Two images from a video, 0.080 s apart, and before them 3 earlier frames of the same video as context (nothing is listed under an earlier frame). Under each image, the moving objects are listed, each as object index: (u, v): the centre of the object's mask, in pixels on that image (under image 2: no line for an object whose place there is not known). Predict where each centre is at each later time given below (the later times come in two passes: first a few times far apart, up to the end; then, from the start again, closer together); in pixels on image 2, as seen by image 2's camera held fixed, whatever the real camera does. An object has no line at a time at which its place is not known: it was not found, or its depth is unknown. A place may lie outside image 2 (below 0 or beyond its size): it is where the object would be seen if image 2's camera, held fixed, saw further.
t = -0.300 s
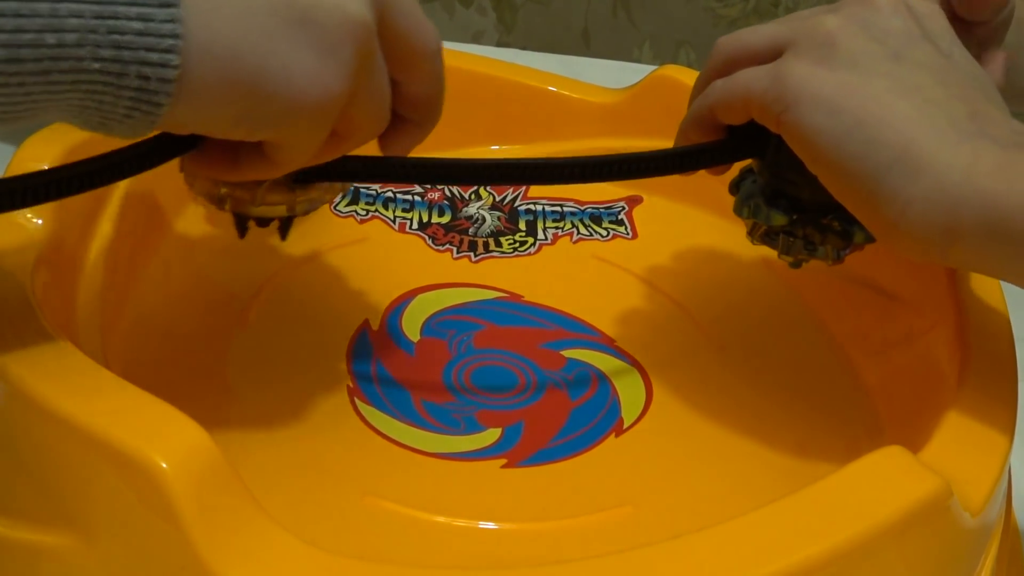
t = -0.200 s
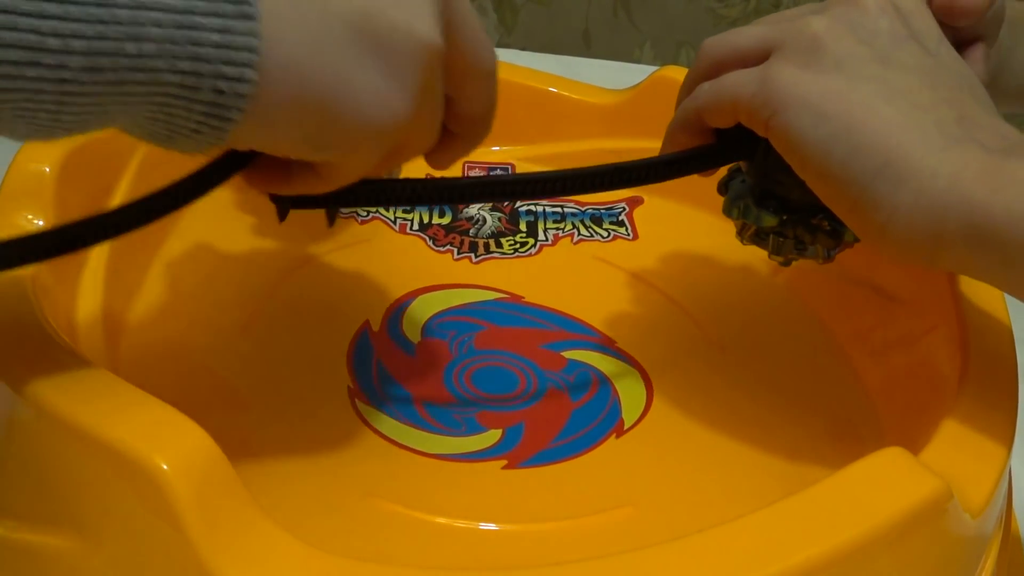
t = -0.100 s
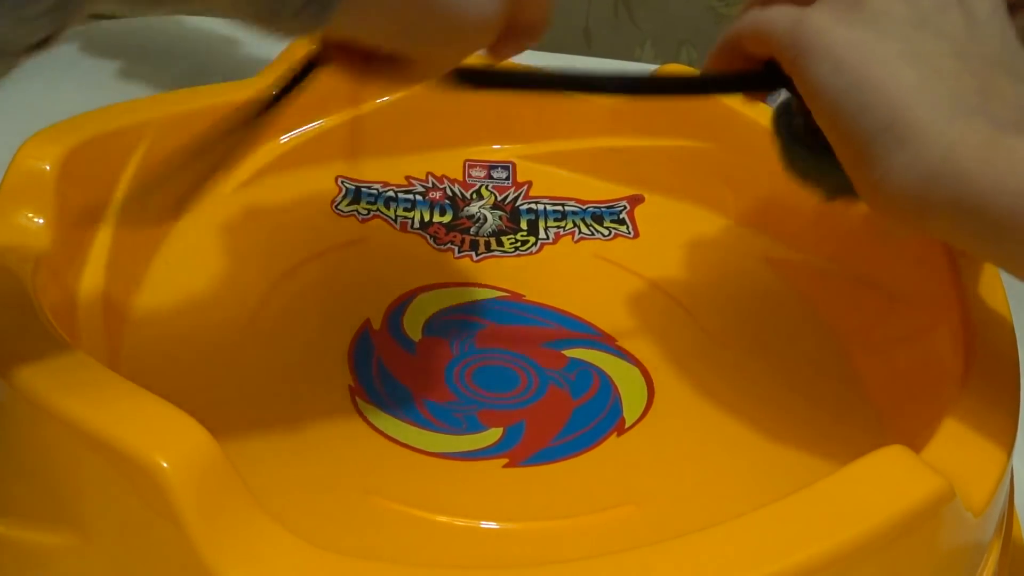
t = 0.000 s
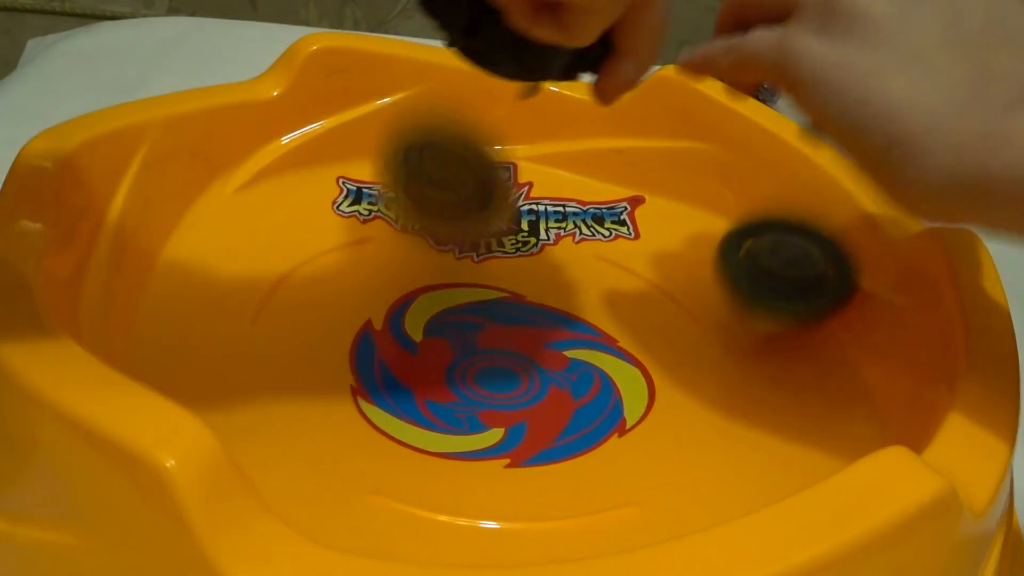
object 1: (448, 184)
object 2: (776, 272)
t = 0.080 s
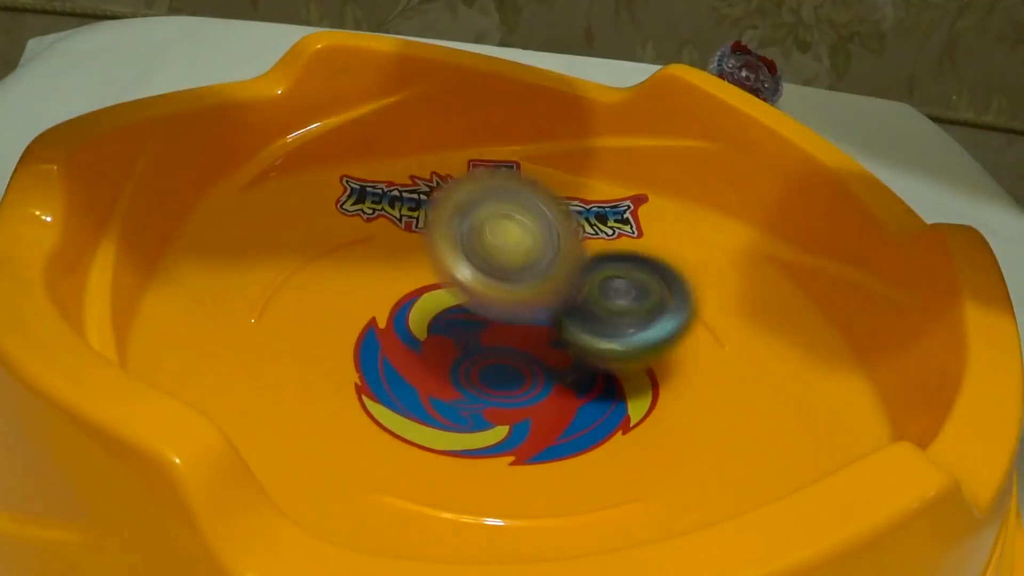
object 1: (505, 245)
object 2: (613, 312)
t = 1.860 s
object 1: (564, 280)
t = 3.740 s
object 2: (388, 177)
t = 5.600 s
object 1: (467, 295)
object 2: (492, 184)
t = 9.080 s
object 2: (556, 420)
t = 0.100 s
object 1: (521, 256)
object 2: (584, 339)
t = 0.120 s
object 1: (535, 271)
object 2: (536, 359)
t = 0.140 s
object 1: (537, 287)
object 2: (491, 365)
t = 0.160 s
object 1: (529, 293)
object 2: (483, 375)
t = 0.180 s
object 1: (511, 311)
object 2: (489, 399)
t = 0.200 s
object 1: (487, 323)
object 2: (539, 414)
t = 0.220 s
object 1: (445, 323)
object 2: (547, 400)
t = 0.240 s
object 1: (399, 325)
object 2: (574, 405)
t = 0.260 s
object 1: (346, 348)
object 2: (603, 426)
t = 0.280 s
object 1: (304, 377)
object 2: (647, 445)
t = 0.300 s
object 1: (282, 365)
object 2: (692, 459)
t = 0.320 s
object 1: (263, 335)
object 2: (715, 428)
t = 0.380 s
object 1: (219, 319)
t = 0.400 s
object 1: (215, 319)
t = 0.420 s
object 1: (222, 301)
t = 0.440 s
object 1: (226, 300)
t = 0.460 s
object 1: (237, 297)
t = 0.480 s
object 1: (253, 285)
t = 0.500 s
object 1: (271, 282)
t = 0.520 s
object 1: (290, 288)
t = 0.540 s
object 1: (313, 280)
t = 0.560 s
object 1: (343, 275)
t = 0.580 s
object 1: (370, 280)
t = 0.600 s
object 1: (400, 285)
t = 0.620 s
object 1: (435, 276)
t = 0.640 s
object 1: (467, 275)
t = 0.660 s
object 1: (477, 274)
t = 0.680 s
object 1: (476, 252)
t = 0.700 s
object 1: (472, 237)
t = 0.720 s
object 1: (469, 228)
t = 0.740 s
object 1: (470, 216)
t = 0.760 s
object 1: (470, 210)
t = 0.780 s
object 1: (475, 199)
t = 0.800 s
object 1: (479, 197)
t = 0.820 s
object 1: (482, 195)
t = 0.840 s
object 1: (487, 192)
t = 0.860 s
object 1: (494, 193)
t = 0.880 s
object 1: (502, 196)
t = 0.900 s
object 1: (510, 198)
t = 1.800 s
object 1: (581, 299)
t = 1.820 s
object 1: (576, 292)
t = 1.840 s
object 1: (570, 285)
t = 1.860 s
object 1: (564, 280)
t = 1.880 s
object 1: (558, 274)
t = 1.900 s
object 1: (554, 268)
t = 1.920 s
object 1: (548, 254)
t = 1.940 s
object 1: (543, 238)
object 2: (497, 352)
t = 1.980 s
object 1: (532, 206)
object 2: (443, 349)
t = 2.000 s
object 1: (526, 196)
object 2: (417, 347)
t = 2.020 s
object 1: (520, 183)
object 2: (391, 343)
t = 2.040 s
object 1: (512, 177)
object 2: (368, 341)
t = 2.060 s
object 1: (505, 170)
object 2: (346, 342)
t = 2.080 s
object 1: (497, 169)
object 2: (322, 343)
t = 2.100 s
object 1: (489, 165)
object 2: (302, 345)
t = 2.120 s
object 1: (479, 169)
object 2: (280, 347)
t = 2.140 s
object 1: (469, 170)
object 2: (263, 350)
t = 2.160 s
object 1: (458, 177)
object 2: (244, 356)
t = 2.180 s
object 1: (445, 184)
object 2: (234, 364)
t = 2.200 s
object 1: (432, 192)
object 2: (225, 368)
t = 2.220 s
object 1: (418, 204)
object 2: (216, 363)
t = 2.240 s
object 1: (404, 215)
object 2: (220, 372)
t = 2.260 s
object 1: (389, 228)
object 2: (231, 383)
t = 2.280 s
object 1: (369, 240)
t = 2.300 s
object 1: (353, 253)
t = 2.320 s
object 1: (333, 267)
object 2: (317, 411)
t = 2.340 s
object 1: (316, 279)
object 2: (353, 416)
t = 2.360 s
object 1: (296, 294)
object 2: (381, 400)
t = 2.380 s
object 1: (278, 307)
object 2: (406, 396)
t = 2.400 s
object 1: (260, 323)
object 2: (427, 395)
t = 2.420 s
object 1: (245, 335)
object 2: (452, 385)
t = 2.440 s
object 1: (232, 351)
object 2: (483, 379)
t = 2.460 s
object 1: (226, 362)
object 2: (500, 361)
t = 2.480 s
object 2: (513, 345)
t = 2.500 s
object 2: (525, 325)
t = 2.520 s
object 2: (531, 308)
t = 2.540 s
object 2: (532, 290)
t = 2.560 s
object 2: (530, 272)
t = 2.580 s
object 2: (524, 252)
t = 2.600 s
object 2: (515, 234)
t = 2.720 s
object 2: (433, 160)
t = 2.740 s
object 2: (413, 150)
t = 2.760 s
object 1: (498, 385)
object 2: (393, 141)
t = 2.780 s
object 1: (510, 379)
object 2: (374, 138)
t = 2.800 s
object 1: (520, 373)
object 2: (356, 142)
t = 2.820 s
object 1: (530, 367)
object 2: (334, 154)
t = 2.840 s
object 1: (537, 360)
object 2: (314, 158)
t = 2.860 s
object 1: (542, 354)
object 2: (293, 171)
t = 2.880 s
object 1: (545, 348)
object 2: (275, 182)
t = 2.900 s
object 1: (547, 343)
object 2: (260, 196)
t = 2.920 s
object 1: (546, 337)
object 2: (250, 211)
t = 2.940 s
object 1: (544, 333)
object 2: (244, 227)
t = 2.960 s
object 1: (541, 328)
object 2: (244, 245)
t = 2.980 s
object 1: (538, 325)
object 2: (249, 264)
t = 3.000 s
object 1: (534, 321)
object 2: (257, 286)
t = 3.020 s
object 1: (530, 319)
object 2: (272, 305)
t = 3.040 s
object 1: (525, 316)
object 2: (294, 329)
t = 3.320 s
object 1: (457, 290)
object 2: (771, 324)
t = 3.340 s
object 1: (453, 288)
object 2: (782, 304)
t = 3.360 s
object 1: (450, 287)
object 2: (778, 286)
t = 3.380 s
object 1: (446, 285)
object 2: (778, 267)
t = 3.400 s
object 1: (443, 284)
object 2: (771, 249)
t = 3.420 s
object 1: (440, 283)
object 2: (766, 235)
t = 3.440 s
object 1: (437, 282)
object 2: (752, 220)
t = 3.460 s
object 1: (435, 281)
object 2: (731, 206)
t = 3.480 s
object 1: (432, 280)
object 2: (703, 199)
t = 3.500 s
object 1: (431, 279)
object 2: (673, 193)
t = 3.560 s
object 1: (429, 276)
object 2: (582, 189)
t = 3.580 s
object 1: (430, 276)
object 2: (551, 191)
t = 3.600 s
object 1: (430, 275)
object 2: (521, 193)
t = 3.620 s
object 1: (431, 275)
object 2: (493, 195)
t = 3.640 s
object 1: (428, 278)
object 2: (470, 194)
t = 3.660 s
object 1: (414, 292)
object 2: (453, 190)
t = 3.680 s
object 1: (401, 305)
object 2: (438, 184)
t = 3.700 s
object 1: (391, 317)
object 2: (423, 179)
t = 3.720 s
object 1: (383, 327)
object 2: (405, 176)
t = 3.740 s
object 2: (388, 177)
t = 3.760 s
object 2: (371, 178)
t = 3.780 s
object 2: (351, 181)
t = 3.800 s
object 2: (331, 185)
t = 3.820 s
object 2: (310, 192)
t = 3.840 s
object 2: (291, 200)
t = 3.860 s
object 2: (273, 211)
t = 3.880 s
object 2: (259, 222)
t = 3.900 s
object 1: (446, 368)
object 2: (248, 236)
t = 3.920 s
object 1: (460, 369)
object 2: (241, 250)
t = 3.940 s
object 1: (471, 370)
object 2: (238, 268)
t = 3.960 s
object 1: (484, 371)
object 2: (240, 286)
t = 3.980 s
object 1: (494, 371)
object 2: (248, 303)
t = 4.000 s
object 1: (503, 370)
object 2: (260, 323)
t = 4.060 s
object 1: (525, 364)
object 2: (326, 374)
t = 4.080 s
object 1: (532, 362)
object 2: (357, 391)
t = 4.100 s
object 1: (540, 359)
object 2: (393, 404)
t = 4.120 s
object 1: (549, 353)
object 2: (431, 414)
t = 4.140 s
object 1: (557, 347)
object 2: (462, 423)
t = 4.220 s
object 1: (574, 331)
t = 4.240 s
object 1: (576, 328)
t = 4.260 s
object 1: (577, 327)
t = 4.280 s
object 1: (576, 325)
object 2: (694, 409)
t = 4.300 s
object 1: (576, 323)
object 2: (715, 396)
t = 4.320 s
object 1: (575, 322)
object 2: (730, 381)
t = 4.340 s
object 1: (574, 320)
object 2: (738, 365)
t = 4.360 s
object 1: (572, 318)
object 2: (742, 348)
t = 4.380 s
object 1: (570, 317)
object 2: (743, 332)
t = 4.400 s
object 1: (568, 316)
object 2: (738, 314)
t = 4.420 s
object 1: (564, 315)
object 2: (731, 299)
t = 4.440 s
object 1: (559, 314)
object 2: (717, 283)
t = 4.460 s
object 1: (555, 314)
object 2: (701, 272)
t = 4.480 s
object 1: (551, 314)
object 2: (684, 258)
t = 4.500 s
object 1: (547, 313)
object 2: (664, 244)
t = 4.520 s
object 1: (544, 313)
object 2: (643, 232)
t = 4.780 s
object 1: (504, 310)
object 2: (333, 212)
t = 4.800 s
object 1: (500, 310)
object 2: (314, 221)
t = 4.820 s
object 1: (498, 311)
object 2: (297, 232)
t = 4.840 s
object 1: (495, 311)
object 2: (283, 243)
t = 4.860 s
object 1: (493, 311)
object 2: (274, 259)
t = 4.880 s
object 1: (491, 311)
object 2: (267, 275)
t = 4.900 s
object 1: (488, 310)
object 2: (263, 292)
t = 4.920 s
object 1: (485, 310)
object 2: (264, 309)
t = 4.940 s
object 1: (482, 310)
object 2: (270, 323)
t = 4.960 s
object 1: (479, 310)
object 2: (279, 345)
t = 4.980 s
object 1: (478, 310)
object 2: (295, 362)
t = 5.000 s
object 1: (477, 310)
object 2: (315, 380)
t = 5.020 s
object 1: (476, 309)
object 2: (341, 397)
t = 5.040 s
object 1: (475, 308)
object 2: (371, 409)
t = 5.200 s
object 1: (469, 302)
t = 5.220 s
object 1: (468, 301)
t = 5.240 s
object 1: (467, 302)
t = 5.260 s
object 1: (466, 301)
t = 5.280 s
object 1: (466, 302)
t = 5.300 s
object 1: (467, 300)
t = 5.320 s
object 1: (466, 298)
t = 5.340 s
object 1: (465, 298)
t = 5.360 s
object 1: (464, 297)
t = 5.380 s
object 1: (463, 298)
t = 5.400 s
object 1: (463, 298)
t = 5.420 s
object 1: (463, 298)
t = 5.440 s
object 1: (464, 296)
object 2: (673, 242)
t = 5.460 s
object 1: (463, 295)
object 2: (651, 232)
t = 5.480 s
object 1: (463, 295)
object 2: (629, 222)
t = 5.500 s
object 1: (462, 296)
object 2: (606, 212)
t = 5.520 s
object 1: (463, 297)
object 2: (583, 204)
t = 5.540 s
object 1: (465, 297)
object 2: (561, 198)
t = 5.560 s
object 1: (466, 296)
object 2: (538, 192)
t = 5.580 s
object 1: (467, 295)
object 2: (514, 188)
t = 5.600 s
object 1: (467, 295)
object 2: (492, 184)
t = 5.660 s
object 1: (471, 297)
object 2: (421, 183)
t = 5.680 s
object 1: (473, 296)
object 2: (398, 184)
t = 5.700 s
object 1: (474, 296)
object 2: (381, 186)
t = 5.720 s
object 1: (475, 297)
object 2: (368, 191)
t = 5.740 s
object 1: (476, 298)
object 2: (356, 201)
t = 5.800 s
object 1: (483, 297)
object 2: (323, 232)
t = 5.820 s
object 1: (484, 297)
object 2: (312, 247)
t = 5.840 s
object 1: (485, 298)
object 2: (305, 262)
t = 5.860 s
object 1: (487, 299)
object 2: (302, 277)
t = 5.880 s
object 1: (489, 299)
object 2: (304, 291)
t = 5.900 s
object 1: (492, 298)
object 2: (310, 309)
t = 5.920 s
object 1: (494, 298)
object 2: (320, 325)
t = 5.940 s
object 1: (494, 298)
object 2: (336, 340)
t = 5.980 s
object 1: (498, 299)
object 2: (380, 371)
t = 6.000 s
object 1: (502, 298)
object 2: (409, 384)
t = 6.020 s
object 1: (503, 297)
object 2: (438, 395)
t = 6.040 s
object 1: (504, 297)
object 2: (471, 403)
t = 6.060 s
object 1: (504, 298)
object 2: (501, 407)
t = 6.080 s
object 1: (505, 300)
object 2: (535, 410)
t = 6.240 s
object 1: (518, 302)
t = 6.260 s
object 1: (518, 302)
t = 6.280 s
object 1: (518, 303)
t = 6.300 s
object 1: (519, 304)
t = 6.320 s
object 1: (520, 304)
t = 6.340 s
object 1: (519, 304)
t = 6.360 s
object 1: (519, 304)
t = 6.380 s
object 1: (518, 304)
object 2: (676, 250)
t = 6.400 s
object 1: (519, 305)
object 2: (659, 237)
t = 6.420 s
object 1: (518, 304)
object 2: (634, 227)
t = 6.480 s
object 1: (516, 304)
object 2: (575, 205)
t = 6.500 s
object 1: (517, 304)
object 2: (553, 201)
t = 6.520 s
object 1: (517, 303)
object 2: (531, 199)
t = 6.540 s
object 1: (515, 303)
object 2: (507, 197)
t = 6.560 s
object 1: (515, 304)
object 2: (482, 198)
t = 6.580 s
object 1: (515, 304)
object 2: (460, 199)
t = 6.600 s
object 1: (516, 304)
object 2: (438, 202)
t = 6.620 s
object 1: (515, 304)
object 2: (417, 204)
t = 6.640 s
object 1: (514, 304)
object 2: (398, 209)
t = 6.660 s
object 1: (513, 305)
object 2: (376, 216)
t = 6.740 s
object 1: (510, 305)
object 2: (319, 258)
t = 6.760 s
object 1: (509, 305)
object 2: (311, 271)
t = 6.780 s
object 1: (510, 305)
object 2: (306, 285)
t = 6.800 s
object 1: (509, 305)
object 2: (304, 299)
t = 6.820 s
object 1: (507, 304)
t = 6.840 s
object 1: (505, 305)
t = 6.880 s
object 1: (504, 304)
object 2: (338, 363)
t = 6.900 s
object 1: (501, 303)
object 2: (355, 378)
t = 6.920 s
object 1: (499, 303)
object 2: (377, 391)
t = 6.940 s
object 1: (498, 304)
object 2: (403, 402)
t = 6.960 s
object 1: (498, 303)
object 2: (431, 414)
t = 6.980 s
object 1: (496, 302)
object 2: (459, 422)
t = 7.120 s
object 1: (489, 301)
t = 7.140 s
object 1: (488, 300)
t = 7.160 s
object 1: (486, 299)
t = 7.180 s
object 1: (485, 299)
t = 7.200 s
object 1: (486, 300)
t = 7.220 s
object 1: (486, 298)
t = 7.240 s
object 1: (485, 298)
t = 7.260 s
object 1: (484, 298)
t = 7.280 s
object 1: (484, 299)
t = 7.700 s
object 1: (483, 299)
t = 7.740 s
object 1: (482, 300)
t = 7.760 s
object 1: (484, 300)
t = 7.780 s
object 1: (483, 299)
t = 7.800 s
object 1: (483, 300)
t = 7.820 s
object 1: (484, 302)
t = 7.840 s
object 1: (485, 301)
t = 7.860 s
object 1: (485, 301)
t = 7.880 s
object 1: (485, 302)
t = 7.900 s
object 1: (487, 303)
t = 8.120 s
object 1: (492, 307)
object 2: (614, 409)
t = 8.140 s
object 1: (493, 306)
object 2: (641, 403)
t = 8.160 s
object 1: (493, 306)
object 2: (662, 395)
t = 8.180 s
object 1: (493, 306)
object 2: (678, 383)
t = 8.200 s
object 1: (495, 306)
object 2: (691, 367)
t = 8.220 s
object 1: (494, 306)
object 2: (702, 354)
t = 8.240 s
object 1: (493, 307)
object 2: (709, 342)
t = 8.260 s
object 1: (495, 307)
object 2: (712, 329)
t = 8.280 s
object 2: (713, 314)
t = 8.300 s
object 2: (711, 301)
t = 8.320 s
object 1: (494, 308)
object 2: (707, 287)
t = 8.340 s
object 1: (495, 307)
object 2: (700, 274)
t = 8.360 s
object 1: (494, 307)
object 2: (690, 262)
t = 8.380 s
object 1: (494, 307)
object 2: (679, 249)
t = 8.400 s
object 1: (494, 307)
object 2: (665, 237)
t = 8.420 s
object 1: (495, 307)
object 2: (646, 229)
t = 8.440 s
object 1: (494, 307)
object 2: (625, 220)
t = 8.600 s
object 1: (492, 307)
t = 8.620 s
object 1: (492, 306)
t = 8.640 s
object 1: (491, 306)
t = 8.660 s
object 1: (490, 307)
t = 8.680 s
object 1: (491, 306)
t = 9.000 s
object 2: (444, 406)
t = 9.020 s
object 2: (472, 411)
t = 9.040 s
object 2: (500, 415)
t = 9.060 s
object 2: (529, 420)
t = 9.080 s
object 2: (556, 420)
